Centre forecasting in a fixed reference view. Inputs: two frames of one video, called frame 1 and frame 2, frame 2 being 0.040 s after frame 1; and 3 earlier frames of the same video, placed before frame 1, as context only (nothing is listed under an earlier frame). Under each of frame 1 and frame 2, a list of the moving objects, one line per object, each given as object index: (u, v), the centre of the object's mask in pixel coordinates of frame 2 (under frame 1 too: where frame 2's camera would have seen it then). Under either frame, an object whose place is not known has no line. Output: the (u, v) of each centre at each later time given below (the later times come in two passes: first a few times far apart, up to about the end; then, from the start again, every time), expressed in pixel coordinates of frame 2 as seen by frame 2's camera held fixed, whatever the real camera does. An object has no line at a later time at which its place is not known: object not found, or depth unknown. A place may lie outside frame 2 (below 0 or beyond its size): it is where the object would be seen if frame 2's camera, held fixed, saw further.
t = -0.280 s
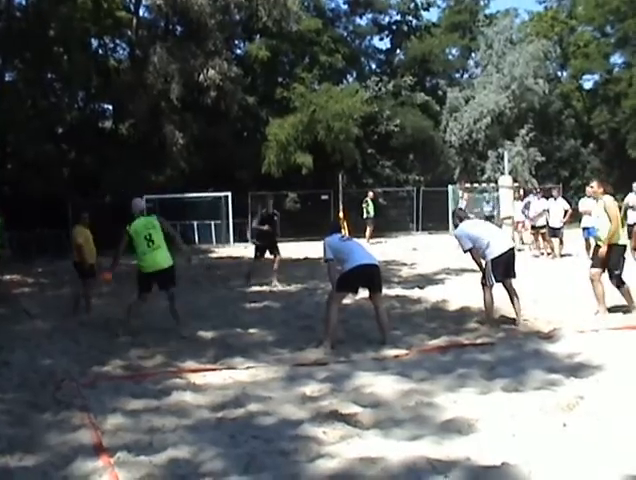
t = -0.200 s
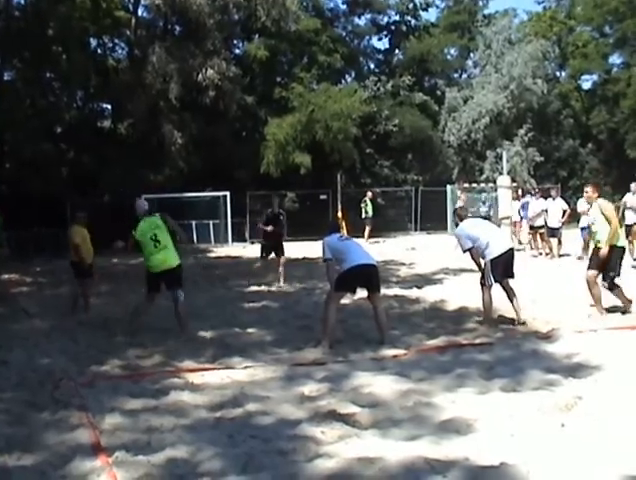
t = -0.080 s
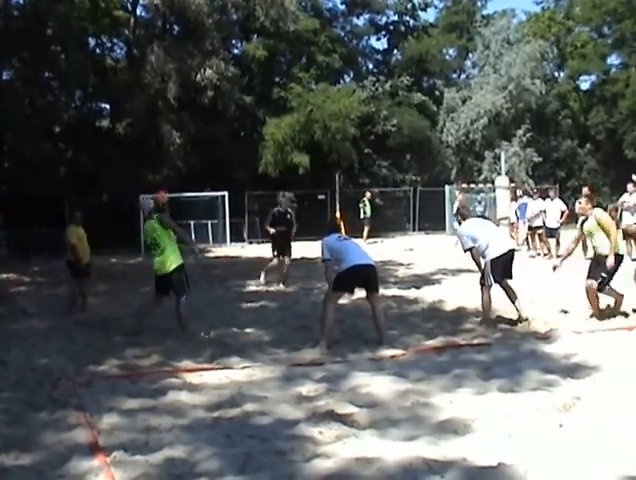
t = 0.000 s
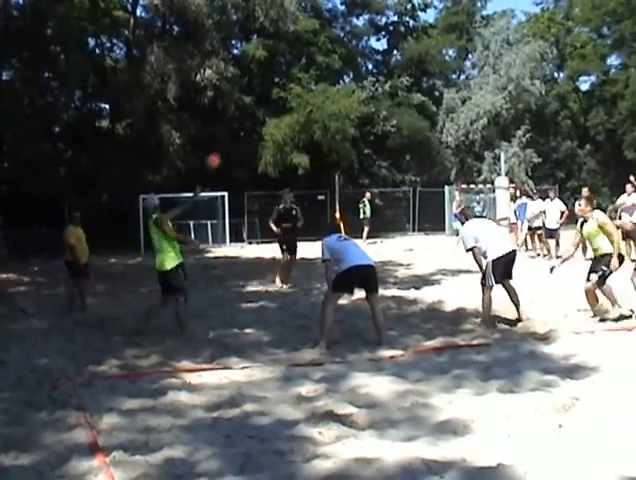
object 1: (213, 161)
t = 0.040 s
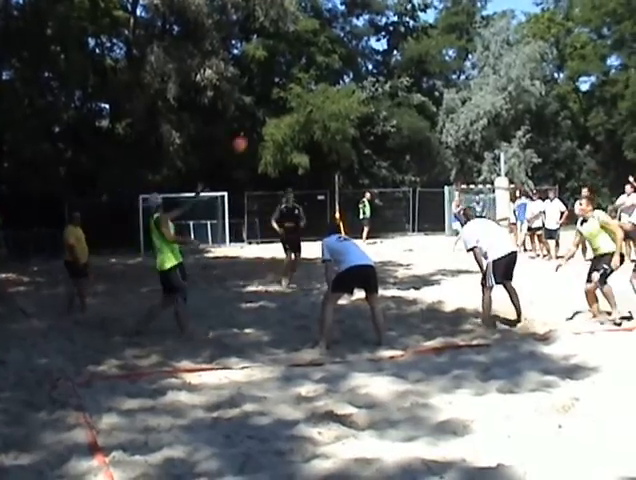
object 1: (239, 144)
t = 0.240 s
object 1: (375, 77)
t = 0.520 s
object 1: (558, 39)
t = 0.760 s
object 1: (712, 49)
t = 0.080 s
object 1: (266, 127)
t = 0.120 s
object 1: (294, 112)
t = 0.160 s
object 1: (320, 101)
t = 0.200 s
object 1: (348, 88)
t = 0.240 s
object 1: (375, 77)
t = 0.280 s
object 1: (400, 69)
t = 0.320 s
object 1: (426, 61)
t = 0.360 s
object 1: (453, 55)
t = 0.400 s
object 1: (479, 49)
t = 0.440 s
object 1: (507, 46)
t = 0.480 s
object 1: (531, 42)
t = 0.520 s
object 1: (558, 39)
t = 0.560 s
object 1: (583, 40)
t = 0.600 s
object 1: (609, 39)
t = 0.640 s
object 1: (635, 40)
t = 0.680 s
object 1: (662, 41)
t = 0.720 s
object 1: (687, 44)
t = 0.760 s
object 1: (712, 49)
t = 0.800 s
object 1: (737, 54)
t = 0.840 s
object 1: (761, 64)
